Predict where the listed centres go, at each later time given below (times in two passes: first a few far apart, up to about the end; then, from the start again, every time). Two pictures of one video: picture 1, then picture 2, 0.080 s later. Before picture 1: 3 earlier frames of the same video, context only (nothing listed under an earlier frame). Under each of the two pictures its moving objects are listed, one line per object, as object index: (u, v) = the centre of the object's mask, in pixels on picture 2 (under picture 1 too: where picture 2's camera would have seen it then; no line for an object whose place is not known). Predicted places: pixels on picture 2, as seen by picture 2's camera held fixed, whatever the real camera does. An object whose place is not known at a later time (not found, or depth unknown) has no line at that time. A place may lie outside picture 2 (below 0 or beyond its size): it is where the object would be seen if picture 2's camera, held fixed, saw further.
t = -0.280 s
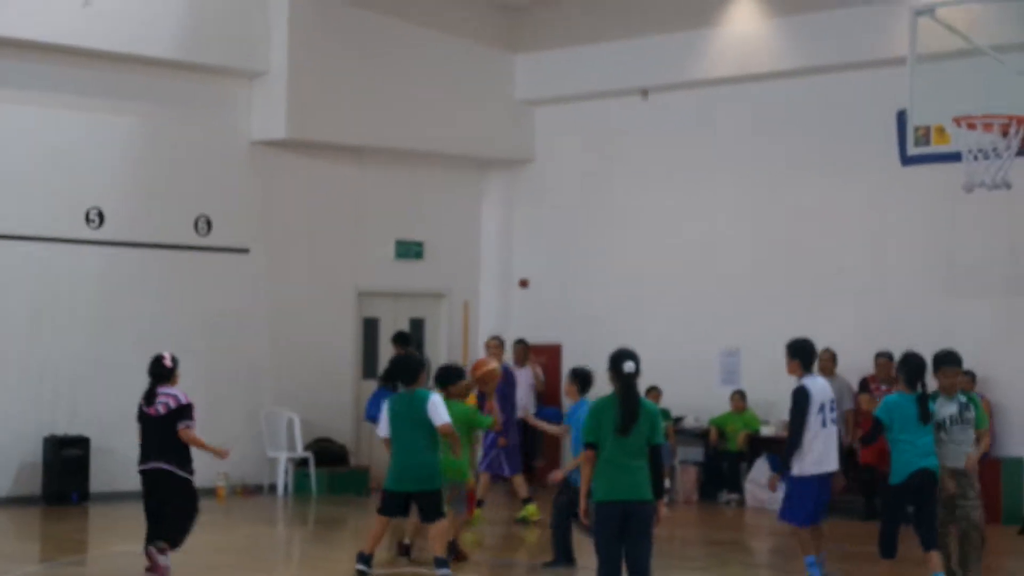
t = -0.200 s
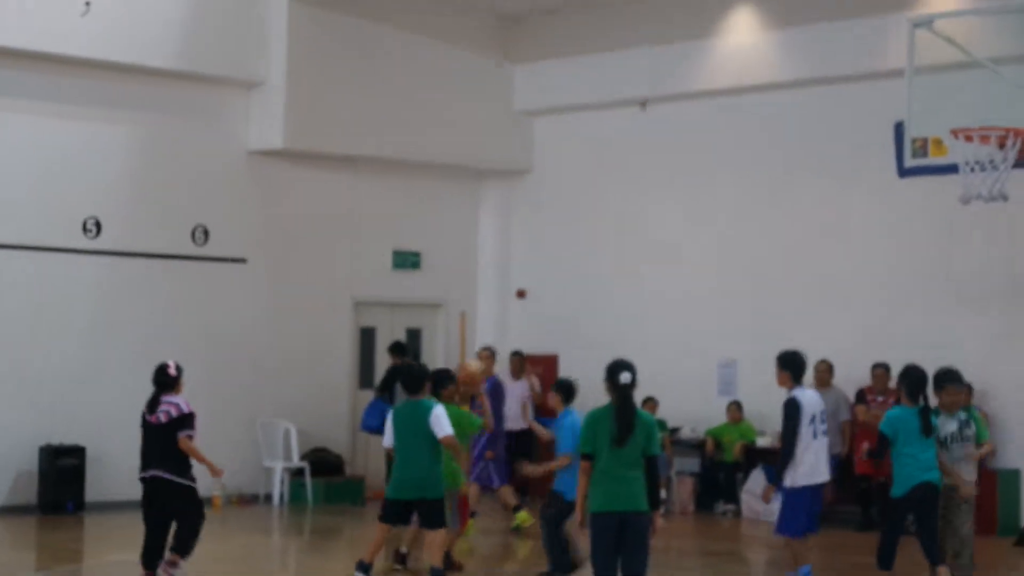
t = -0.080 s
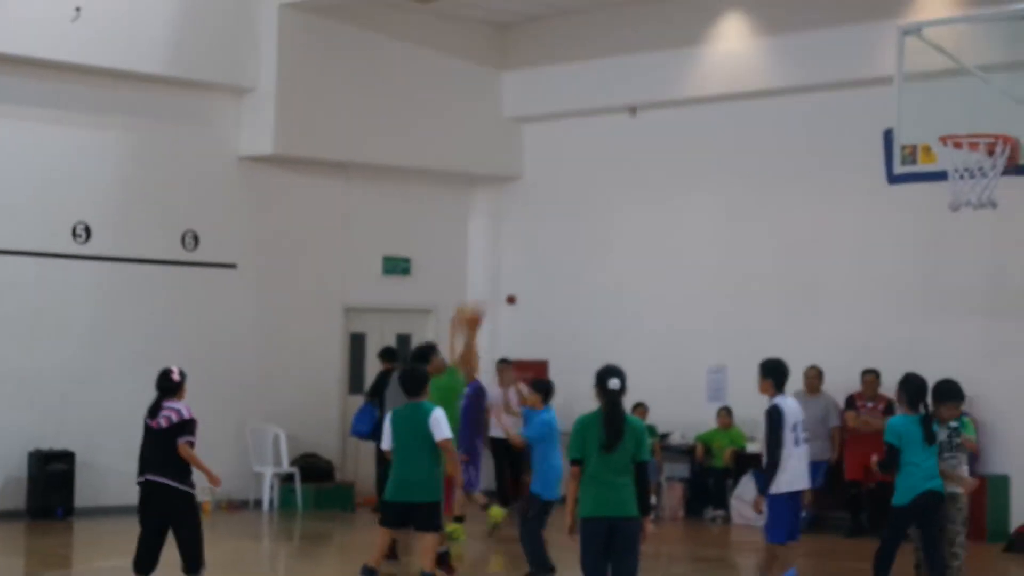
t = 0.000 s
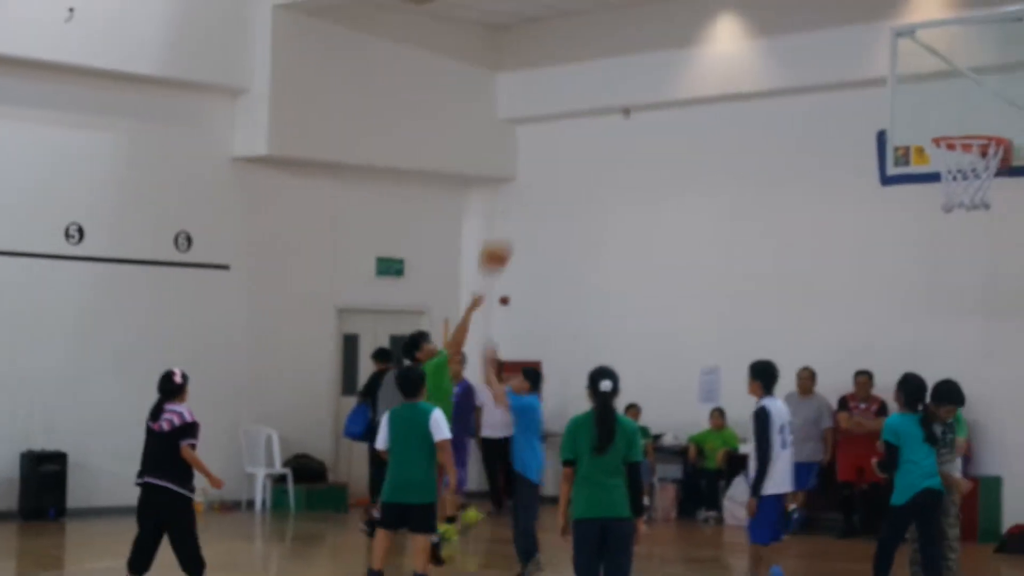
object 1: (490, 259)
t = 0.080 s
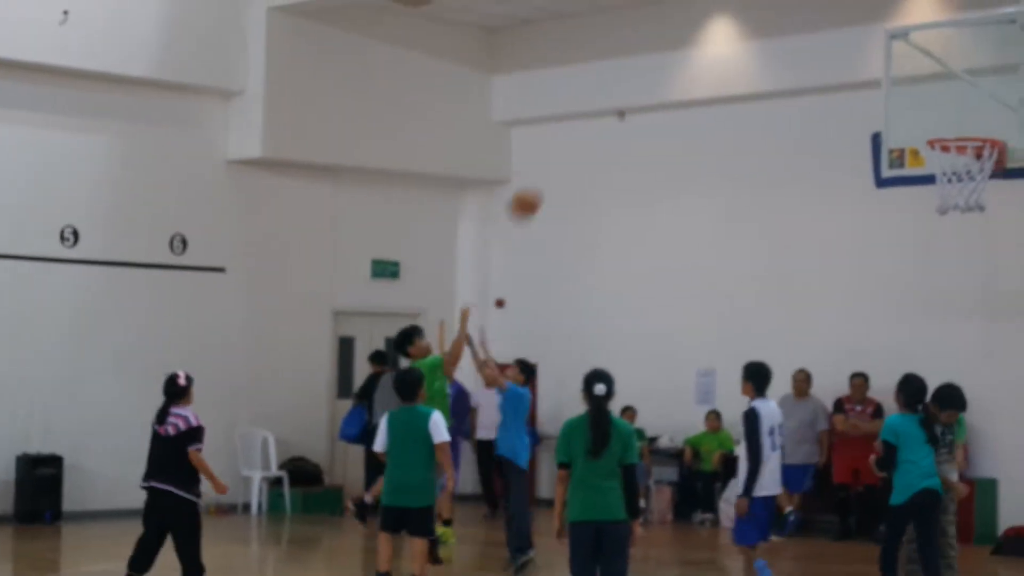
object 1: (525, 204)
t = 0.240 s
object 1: (594, 119)
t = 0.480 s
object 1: (697, 56)
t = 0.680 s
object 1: (782, 61)
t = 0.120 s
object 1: (542, 179)
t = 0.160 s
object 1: (559, 158)
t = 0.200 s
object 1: (577, 137)
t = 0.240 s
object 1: (594, 119)
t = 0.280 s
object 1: (611, 103)
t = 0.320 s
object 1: (628, 89)
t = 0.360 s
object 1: (644, 77)
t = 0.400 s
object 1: (661, 68)
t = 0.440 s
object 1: (679, 61)
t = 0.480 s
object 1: (697, 56)
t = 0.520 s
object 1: (713, 51)
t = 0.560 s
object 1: (731, 51)
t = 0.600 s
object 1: (748, 52)
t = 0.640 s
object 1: (766, 57)
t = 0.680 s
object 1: (782, 61)
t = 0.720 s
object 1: (799, 69)
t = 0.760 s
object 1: (816, 80)
